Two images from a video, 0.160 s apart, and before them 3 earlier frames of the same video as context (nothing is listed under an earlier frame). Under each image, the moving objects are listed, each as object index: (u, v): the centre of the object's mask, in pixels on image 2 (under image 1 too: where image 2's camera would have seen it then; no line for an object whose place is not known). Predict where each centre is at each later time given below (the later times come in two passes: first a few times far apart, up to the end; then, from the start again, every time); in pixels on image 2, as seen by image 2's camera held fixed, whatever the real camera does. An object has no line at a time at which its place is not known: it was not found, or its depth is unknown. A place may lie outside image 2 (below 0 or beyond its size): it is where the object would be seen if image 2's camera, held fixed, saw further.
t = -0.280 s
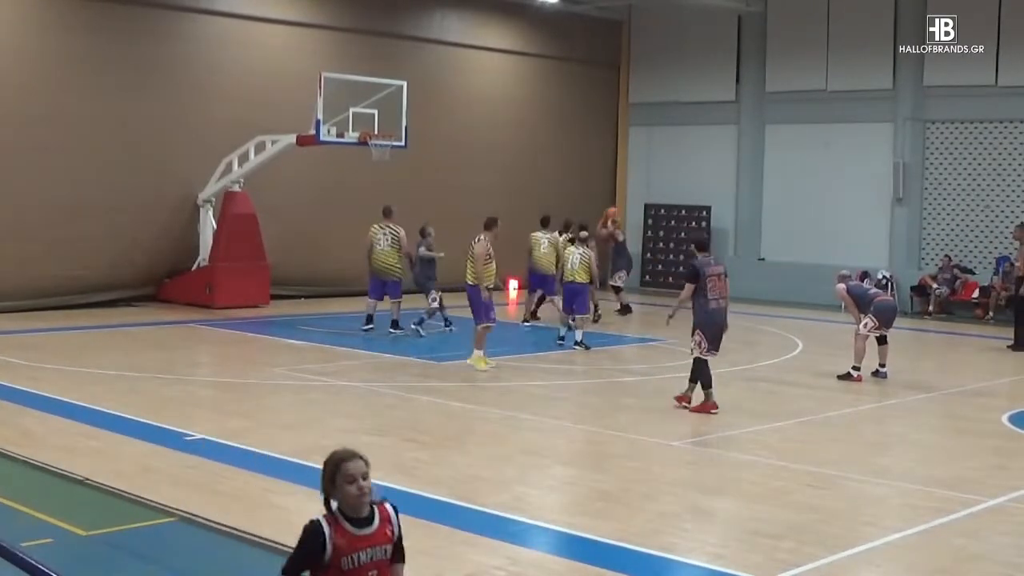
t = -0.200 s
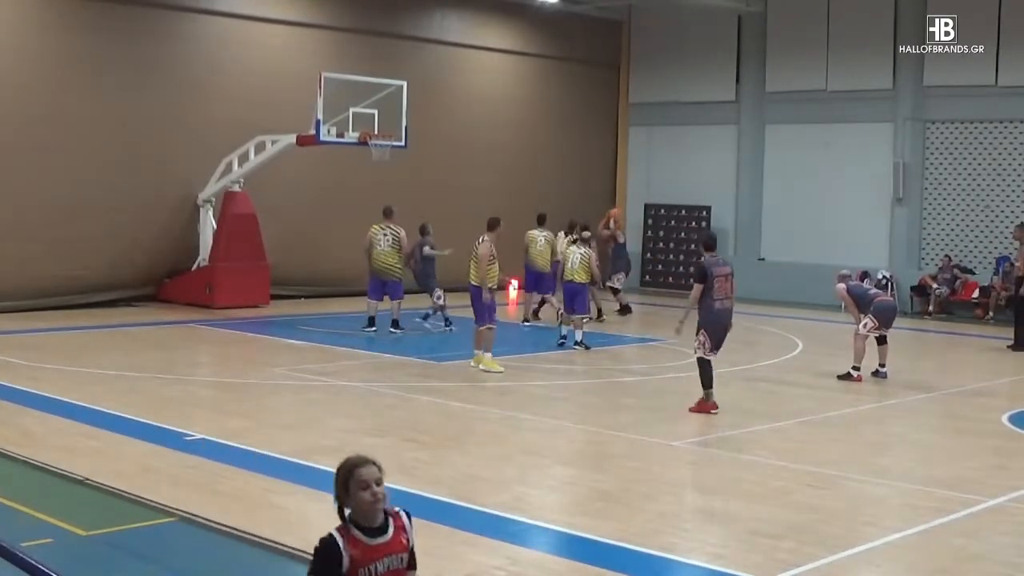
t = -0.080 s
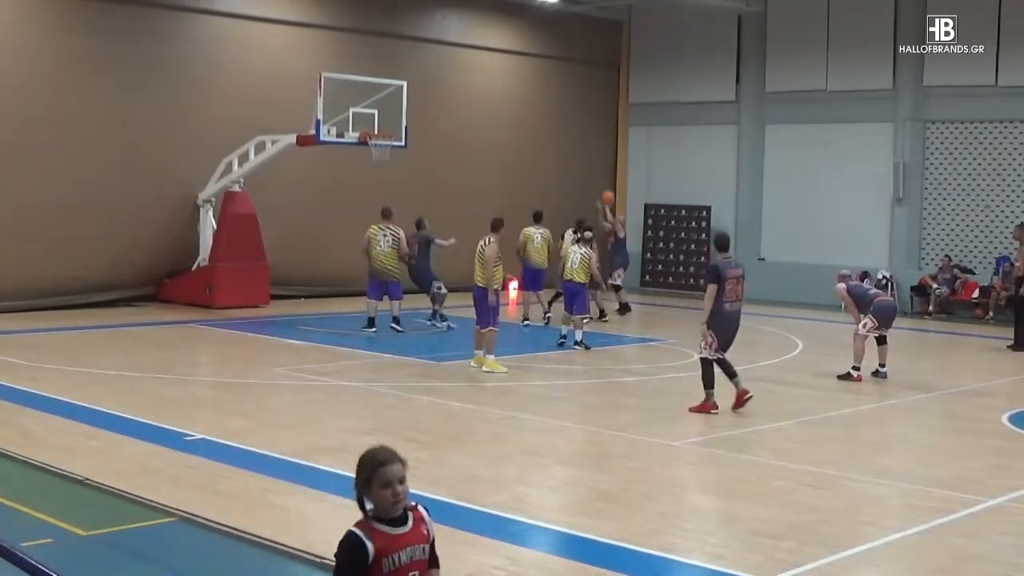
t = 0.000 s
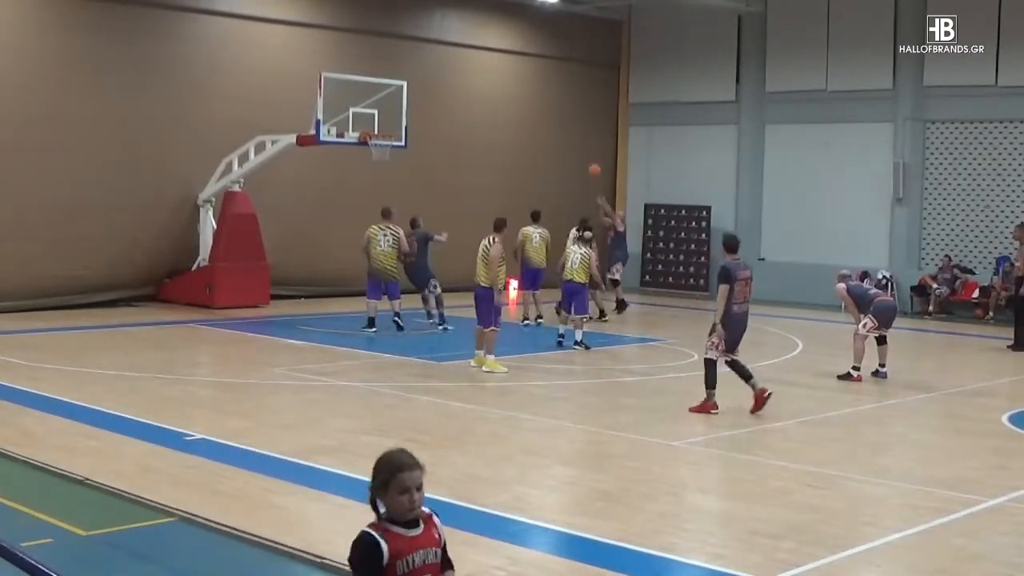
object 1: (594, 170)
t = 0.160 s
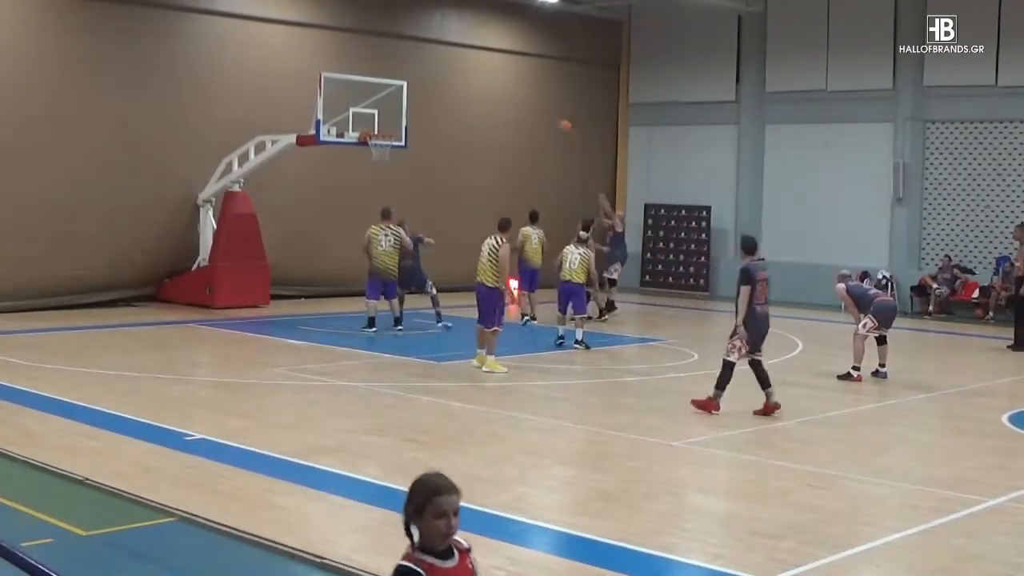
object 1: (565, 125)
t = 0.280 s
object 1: (543, 102)
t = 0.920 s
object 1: (409, 107)
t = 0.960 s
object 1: (402, 116)
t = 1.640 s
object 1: (408, 106)
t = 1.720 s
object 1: (413, 121)
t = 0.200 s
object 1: (557, 117)
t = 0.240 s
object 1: (550, 109)
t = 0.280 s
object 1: (543, 102)
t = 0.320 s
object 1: (533, 96)
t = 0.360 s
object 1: (526, 90)
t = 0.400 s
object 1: (518, 85)
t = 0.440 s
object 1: (509, 82)
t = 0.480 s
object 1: (502, 80)
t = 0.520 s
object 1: (493, 79)
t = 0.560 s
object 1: (486, 76)
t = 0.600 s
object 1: (478, 75)
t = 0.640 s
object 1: (469, 76)
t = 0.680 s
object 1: (461, 78)
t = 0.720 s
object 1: (452, 80)
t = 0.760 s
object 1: (444, 84)
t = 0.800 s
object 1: (436, 87)
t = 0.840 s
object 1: (427, 93)
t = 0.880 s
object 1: (418, 99)
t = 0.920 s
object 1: (409, 107)
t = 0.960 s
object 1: (402, 116)
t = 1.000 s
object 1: (392, 125)
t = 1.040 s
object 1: (390, 123)
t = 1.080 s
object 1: (390, 115)
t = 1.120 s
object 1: (389, 107)
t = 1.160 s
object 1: (388, 100)
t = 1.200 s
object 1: (386, 95)
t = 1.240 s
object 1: (385, 90)
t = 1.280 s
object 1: (387, 88)
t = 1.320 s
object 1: (389, 86)
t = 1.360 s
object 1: (392, 85)
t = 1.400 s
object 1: (394, 85)
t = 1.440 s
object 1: (396, 86)
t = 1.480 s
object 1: (400, 88)
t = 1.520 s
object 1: (402, 92)
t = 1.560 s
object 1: (403, 96)
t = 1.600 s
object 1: (405, 101)
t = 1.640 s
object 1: (408, 106)
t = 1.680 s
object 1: (410, 113)
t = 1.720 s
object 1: (413, 121)
